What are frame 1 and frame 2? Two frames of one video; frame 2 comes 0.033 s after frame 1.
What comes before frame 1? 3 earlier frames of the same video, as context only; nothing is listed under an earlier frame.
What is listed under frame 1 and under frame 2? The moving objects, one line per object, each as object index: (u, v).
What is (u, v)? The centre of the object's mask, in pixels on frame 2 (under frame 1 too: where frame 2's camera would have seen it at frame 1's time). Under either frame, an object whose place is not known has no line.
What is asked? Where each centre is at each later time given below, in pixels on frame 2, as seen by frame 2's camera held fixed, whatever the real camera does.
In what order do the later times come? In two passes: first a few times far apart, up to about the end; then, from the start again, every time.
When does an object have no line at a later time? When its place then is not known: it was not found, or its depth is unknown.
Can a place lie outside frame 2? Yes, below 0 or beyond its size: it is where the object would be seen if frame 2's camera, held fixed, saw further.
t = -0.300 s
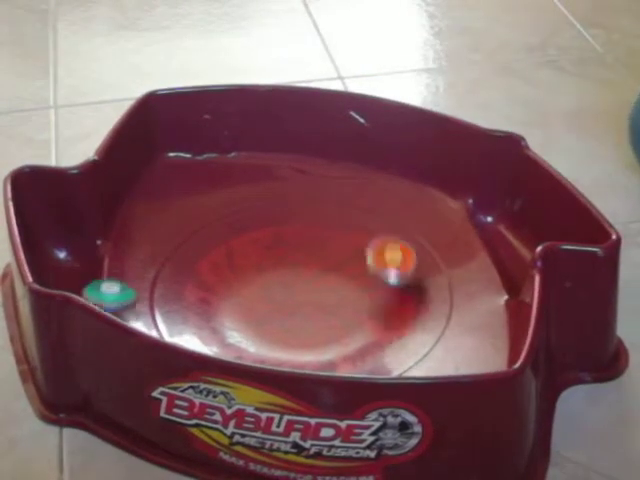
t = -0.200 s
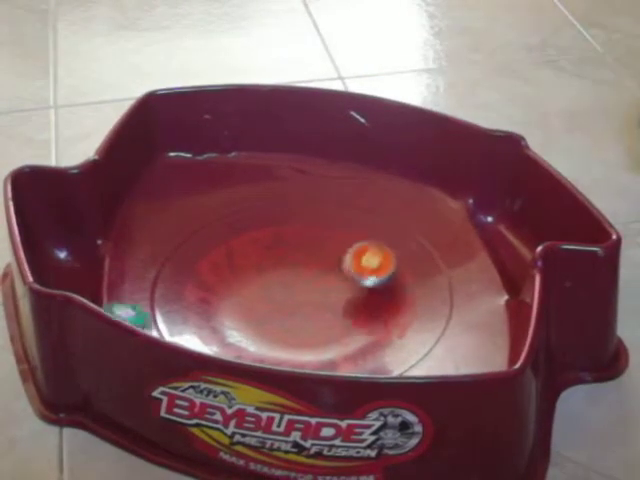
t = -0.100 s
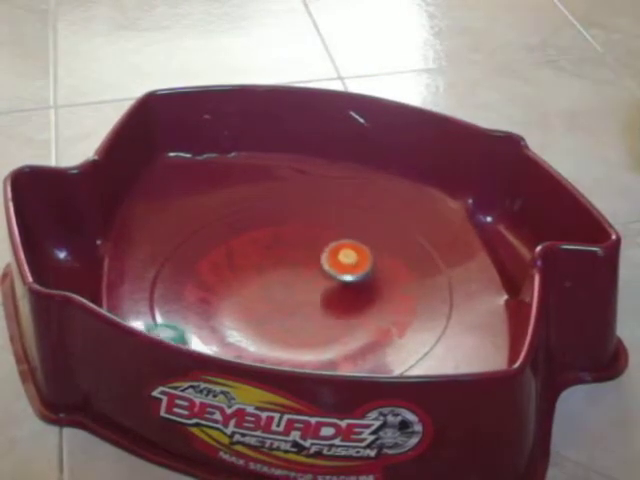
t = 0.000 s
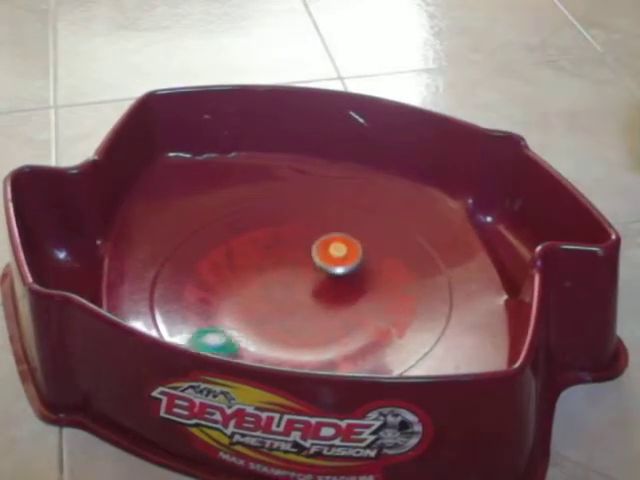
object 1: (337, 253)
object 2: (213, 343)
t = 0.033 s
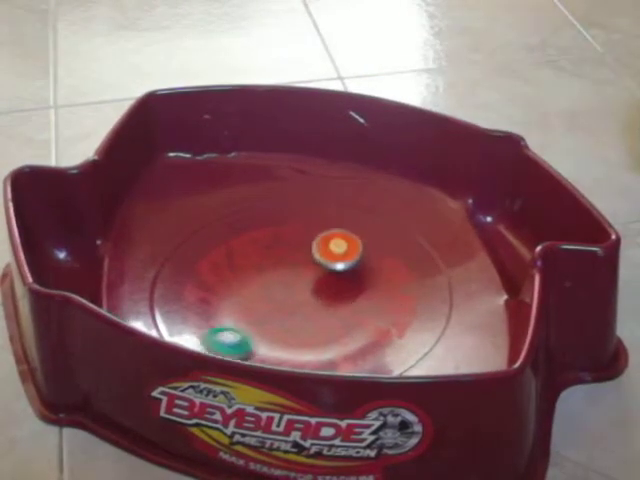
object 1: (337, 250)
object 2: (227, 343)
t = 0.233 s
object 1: (311, 226)
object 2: (286, 292)
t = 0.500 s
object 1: (256, 182)
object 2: (228, 263)
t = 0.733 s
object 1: (227, 226)
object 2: (190, 263)
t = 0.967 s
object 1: (309, 275)
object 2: (217, 311)
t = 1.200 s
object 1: (405, 261)
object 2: (330, 285)
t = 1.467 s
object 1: (400, 214)
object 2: (345, 202)
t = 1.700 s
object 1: (326, 231)
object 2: (274, 167)
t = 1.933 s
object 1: (302, 291)
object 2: (226, 168)
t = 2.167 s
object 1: (363, 340)
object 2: (217, 234)
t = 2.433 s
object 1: (444, 310)
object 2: (303, 328)
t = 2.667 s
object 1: (428, 271)
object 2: (436, 311)
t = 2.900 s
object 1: (320, 263)
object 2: (469, 239)
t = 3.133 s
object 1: (235, 298)
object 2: (379, 214)
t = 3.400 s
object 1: (246, 352)
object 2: (243, 278)
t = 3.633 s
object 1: (328, 361)
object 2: (252, 352)
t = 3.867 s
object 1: (355, 311)
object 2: (369, 370)
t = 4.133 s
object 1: (275, 259)
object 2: (426, 335)
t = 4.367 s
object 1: (194, 255)
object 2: (364, 263)
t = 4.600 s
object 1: (166, 295)
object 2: (220, 244)
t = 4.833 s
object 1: (246, 331)
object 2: (149, 298)
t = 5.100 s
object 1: (340, 282)
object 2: (244, 349)
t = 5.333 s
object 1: (327, 219)
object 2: (361, 308)
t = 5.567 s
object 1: (252, 196)
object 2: (344, 224)
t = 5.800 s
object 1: (211, 224)
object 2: (239, 190)
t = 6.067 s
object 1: (263, 294)
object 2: (182, 227)
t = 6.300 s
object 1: (365, 292)
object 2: (237, 312)
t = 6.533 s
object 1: (402, 245)
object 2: (366, 323)
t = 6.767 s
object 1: (368, 207)
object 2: (429, 245)
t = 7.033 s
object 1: (279, 246)
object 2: (349, 202)
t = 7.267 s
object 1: (288, 304)
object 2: (247, 255)
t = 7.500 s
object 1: (348, 342)
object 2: (261, 336)
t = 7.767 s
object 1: (428, 304)
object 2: (396, 346)
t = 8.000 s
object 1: (382, 261)
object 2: (431, 285)
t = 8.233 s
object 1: (282, 263)
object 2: (327, 243)
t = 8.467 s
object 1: (215, 305)
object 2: (213, 268)
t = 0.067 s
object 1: (337, 246)
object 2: (241, 340)
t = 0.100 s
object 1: (337, 240)
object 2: (255, 335)
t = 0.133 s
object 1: (334, 236)
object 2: (266, 328)
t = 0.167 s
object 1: (328, 232)
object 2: (276, 316)
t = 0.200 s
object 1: (320, 229)
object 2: (282, 304)
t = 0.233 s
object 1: (311, 226)
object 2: (286, 292)
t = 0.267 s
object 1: (301, 226)
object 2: (286, 279)
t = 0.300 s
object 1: (290, 226)
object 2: (283, 267)
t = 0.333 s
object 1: (285, 213)
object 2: (274, 264)
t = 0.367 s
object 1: (280, 198)
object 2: (264, 267)
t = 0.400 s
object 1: (275, 188)
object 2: (254, 269)
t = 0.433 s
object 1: (270, 183)
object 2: (245, 268)
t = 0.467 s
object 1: (263, 181)
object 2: (235, 266)
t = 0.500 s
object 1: (256, 182)
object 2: (228, 263)
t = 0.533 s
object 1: (249, 185)
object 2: (219, 260)
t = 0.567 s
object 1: (243, 188)
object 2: (213, 258)
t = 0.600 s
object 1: (237, 193)
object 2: (207, 258)
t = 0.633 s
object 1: (233, 199)
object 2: (202, 258)
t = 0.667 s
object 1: (231, 207)
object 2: (197, 259)
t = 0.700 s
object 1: (229, 215)
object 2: (193, 261)
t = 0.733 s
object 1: (227, 226)
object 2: (190, 263)
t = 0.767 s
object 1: (227, 238)
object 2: (188, 267)
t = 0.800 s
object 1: (231, 249)
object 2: (185, 273)
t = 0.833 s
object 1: (244, 258)
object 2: (180, 282)
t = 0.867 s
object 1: (260, 266)
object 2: (182, 290)
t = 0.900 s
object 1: (275, 270)
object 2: (189, 298)
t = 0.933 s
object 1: (292, 273)
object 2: (202, 305)
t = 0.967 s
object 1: (309, 275)
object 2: (217, 311)
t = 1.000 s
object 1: (325, 276)
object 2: (237, 315)
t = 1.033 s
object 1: (342, 277)
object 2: (258, 316)
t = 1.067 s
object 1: (359, 277)
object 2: (277, 313)
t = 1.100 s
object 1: (377, 276)
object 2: (292, 309)
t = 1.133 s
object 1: (389, 272)
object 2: (308, 302)
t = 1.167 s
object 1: (398, 267)
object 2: (320, 294)
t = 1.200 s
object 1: (405, 261)
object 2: (330, 285)
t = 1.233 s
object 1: (410, 255)
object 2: (340, 275)
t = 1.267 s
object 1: (412, 249)
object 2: (350, 265)
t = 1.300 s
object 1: (414, 242)
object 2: (356, 255)
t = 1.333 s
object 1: (415, 235)
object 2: (360, 244)
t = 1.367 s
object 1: (415, 228)
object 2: (360, 232)
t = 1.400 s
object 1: (414, 222)
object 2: (357, 221)
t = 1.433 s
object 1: (409, 217)
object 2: (353, 211)
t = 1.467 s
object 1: (400, 214)
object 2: (345, 202)
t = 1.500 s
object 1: (388, 213)
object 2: (337, 194)
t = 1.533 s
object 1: (378, 212)
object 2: (326, 186)
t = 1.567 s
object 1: (368, 213)
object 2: (316, 181)
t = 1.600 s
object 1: (359, 215)
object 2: (303, 176)
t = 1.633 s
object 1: (349, 218)
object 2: (293, 172)
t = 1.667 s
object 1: (338, 224)
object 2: (282, 169)
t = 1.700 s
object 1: (326, 231)
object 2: (274, 167)
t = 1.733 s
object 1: (315, 240)
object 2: (264, 165)
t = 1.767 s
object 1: (307, 248)
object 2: (256, 164)
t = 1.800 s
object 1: (301, 257)
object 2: (248, 163)
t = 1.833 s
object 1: (298, 265)
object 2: (241, 162)
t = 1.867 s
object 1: (297, 274)
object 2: (234, 163)
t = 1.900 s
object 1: (298, 283)
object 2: (229, 164)
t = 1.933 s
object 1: (302, 291)
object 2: (226, 168)
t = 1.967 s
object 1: (308, 301)
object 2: (224, 171)
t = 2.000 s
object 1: (315, 311)
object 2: (223, 179)
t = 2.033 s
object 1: (323, 320)
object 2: (221, 186)
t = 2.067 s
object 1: (332, 330)
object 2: (219, 196)
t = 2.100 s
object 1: (341, 336)
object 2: (217, 208)
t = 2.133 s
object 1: (351, 340)
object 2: (217, 219)
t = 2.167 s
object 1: (363, 340)
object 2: (217, 234)
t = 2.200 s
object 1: (375, 340)
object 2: (218, 249)
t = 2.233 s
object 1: (387, 338)
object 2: (222, 265)
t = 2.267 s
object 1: (400, 335)
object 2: (230, 281)
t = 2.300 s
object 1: (410, 331)
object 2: (242, 292)
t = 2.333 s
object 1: (421, 327)
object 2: (255, 303)
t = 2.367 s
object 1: (431, 322)
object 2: (269, 313)
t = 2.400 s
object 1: (439, 316)
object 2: (286, 321)
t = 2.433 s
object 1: (444, 310)
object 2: (303, 328)
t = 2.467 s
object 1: (449, 304)
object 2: (321, 334)
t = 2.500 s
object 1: (451, 298)
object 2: (340, 337)
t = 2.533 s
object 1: (451, 292)
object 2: (359, 337)
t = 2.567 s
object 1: (450, 287)
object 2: (378, 333)
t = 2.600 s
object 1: (445, 281)
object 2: (399, 326)
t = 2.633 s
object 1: (438, 276)
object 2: (419, 318)
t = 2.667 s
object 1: (428, 271)
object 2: (436, 311)
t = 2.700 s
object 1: (416, 268)
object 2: (448, 300)
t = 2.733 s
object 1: (403, 266)
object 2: (458, 290)
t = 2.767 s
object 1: (388, 264)
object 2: (467, 279)
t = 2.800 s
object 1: (371, 263)
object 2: (471, 267)
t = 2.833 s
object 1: (353, 262)
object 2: (473, 258)
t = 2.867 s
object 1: (336, 262)
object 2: (472, 248)
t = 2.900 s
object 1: (320, 263)
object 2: (469, 239)
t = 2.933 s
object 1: (305, 265)
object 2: (461, 230)
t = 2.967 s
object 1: (292, 268)
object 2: (453, 222)
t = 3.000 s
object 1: (280, 272)
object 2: (442, 216)
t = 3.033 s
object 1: (269, 278)
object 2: (428, 213)
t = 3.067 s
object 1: (257, 284)
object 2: (413, 211)
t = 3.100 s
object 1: (246, 291)
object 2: (396, 211)
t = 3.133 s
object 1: (235, 298)
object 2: (379, 214)
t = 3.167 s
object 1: (226, 306)
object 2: (361, 217)
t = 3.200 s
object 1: (220, 314)
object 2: (343, 223)
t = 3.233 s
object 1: (217, 321)
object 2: (321, 230)
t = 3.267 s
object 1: (218, 328)
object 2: (301, 239)
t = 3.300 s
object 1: (222, 336)
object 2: (283, 249)
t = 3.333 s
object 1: (229, 343)
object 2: (267, 258)
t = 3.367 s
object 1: (237, 348)
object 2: (254, 268)
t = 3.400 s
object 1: (246, 352)
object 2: (243, 278)
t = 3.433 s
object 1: (253, 356)
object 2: (234, 288)
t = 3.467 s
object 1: (264, 360)
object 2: (229, 298)
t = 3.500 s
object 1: (272, 361)
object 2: (225, 309)
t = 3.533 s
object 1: (293, 363)
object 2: (224, 322)
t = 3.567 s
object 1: (306, 363)
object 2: (230, 334)
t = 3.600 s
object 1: (317, 363)
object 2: (239, 344)
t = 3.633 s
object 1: (328, 361)
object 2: (252, 352)
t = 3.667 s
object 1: (337, 358)
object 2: (268, 357)
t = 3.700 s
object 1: (344, 355)
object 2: (281, 362)
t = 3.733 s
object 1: (350, 348)
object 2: (304, 366)
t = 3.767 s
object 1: (355, 340)
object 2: (322, 367)
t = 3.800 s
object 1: (357, 330)
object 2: (340, 369)
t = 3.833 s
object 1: (357, 322)
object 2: (356, 370)
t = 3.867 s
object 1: (355, 311)
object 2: (369, 370)
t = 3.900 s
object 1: (349, 300)
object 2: (383, 369)
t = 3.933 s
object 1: (342, 292)
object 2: (395, 368)
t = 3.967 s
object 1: (333, 284)
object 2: (406, 366)
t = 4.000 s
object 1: (322, 278)
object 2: (415, 363)
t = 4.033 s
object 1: (311, 273)
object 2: (422, 359)
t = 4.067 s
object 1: (299, 268)
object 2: (426, 353)
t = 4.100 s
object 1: (287, 264)
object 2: (426, 344)
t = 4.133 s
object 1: (275, 259)
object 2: (426, 335)
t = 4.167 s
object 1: (262, 255)
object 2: (424, 325)
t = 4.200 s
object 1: (249, 251)
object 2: (422, 315)
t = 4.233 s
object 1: (237, 248)
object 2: (416, 305)
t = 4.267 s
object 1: (225, 247)
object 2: (409, 294)
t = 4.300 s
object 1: (214, 248)
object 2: (397, 282)
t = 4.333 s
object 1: (204, 251)
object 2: (382, 273)
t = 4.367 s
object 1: (194, 255)
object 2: (364, 263)
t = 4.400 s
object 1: (186, 259)
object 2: (345, 255)
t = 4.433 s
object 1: (178, 264)
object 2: (324, 248)
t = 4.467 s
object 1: (172, 270)
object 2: (305, 243)
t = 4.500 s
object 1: (168, 275)
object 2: (284, 241)
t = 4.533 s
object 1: (165, 282)
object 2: (264, 240)
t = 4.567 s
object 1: (165, 289)
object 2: (241, 241)
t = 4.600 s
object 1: (166, 295)
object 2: (220, 244)
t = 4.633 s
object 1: (171, 302)
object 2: (200, 248)
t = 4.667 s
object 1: (178, 308)
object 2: (184, 253)
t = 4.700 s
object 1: (186, 314)
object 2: (169, 261)
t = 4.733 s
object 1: (197, 320)
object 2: (158, 269)
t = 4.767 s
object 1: (213, 325)
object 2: (152, 277)
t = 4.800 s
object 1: (229, 329)
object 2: (149, 288)
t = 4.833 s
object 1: (246, 331)
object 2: (149, 298)
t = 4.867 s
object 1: (268, 331)
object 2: (151, 308)
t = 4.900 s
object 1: (284, 328)
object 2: (157, 316)
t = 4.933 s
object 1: (298, 323)
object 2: (166, 323)
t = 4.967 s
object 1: (313, 316)
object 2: (178, 330)
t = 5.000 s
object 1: (322, 308)
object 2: (192, 336)
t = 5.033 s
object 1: (330, 299)
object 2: (208, 342)
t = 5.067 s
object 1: (336, 291)
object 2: (225, 346)
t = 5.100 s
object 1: (340, 282)
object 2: (244, 349)
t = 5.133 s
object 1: (343, 273)
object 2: (262, 351)
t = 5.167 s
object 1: (345, 264)
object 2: (282, 350)
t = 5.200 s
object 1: (348, 254)
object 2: (302, 348)
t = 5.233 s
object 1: (347, 244)
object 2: (323, 340)
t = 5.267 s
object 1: (343, 234)
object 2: (339, 332)
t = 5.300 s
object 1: (336, 226)
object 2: (352, 319)
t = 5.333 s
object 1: (327, 219)
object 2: (361, 308)
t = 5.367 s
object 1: (317, 213)
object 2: (367, 296)
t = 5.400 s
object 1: (307, 208)
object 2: (370, 286)
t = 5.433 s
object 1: (295, 204)
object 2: (371, 275)
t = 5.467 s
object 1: (284, 201)
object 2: (369, 263)
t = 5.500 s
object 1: (273, 198)
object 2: (364, 249)
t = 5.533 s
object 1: (262, 197)
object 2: (355, 236)
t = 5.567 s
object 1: (252, 196)
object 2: (344, 224)
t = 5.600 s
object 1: (244, 196)
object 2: (328, 214)
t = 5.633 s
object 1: (236, 199)
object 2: (313, 206)
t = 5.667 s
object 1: (230, 203)
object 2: (298, 199)
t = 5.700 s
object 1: (224, 207)
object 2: (282, 193)
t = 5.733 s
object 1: (219, 212)
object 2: (267, 190)
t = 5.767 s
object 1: (215, 217)
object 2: (252, 190)
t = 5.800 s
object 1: (211, 224)
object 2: (239, 190)
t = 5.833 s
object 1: (209, 232)
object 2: (227, 192)
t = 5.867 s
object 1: (210, 242)
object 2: (216, 193)
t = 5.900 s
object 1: (213, 252)
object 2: (208, 196)
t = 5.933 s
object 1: (218, 263)
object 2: (201, 200)
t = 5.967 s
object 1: (227, 274)
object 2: (194, 204)
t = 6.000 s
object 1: (237, 283)
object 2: (189, 210)
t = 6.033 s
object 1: (250, 289)
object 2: (185, 218)
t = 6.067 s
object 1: (263, 294)
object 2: (182, 227)
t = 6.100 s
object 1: (279, 297)
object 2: (182, 238)
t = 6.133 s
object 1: (294, 297)
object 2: (183, 249)
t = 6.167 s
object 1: (308, 297)
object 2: (188, 262)
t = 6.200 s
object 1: (322, 296)
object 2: (195, 275)
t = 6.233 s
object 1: (336, 295)
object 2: (205, 289)
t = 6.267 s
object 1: (351, 294)
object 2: (219, 301)
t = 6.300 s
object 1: (365, 292)
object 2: (237, 312)
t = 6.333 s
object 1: (378, 289)
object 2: (258, 321)
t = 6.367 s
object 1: (388, 283)
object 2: (277, 326)
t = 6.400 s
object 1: (396, 276)
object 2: (295, 329)
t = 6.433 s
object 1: (400, 269)
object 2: (313, 330)
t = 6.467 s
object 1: (403, 261)
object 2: (329, 331)
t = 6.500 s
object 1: (403, 252)
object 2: (347, 328)
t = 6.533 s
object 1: (402, 245)
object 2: (366, 323)
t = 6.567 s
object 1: (401, 237)
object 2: (382, 316)
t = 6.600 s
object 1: (399, 230)
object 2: (397, 306)
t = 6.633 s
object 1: (395, 224)
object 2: (410, 295)
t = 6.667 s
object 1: (390, 217)
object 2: (421, 282)
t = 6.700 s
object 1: (383, 212)
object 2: (426, 268)
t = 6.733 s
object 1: (376, 209)
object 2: (430, 256)
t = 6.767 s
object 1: (368, 207)
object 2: (429, 245)
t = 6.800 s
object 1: (358, 207)
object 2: (427, 235)
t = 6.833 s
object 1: (347, 208)
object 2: (420, 225)
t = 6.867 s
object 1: (335, 211)
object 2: (411, 216)
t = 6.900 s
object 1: (323, 215)
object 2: (401, 210)
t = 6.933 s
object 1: (311, 220)
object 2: (390, 204)
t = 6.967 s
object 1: (299, 228)
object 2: (378, 201)
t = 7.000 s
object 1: (288, 237)
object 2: (364, 201)
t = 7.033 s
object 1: (279, 246)
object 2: (349, 202)
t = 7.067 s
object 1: (273, 255)
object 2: (334, 204)
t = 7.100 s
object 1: (270, 264)
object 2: (319, 208)
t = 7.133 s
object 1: (270, 272)
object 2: (303, 213)
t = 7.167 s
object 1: (273, 281)
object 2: (287, 221)
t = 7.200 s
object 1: (278, 288)
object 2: (272, 231)
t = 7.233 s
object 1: (283, 296)
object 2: (258, 243)
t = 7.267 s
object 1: (288, 304)
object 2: (247, 255)
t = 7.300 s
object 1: (294, 312)
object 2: (239, 268)
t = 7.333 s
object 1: (301, 320)
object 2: (236, 280)
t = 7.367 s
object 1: (307, 328)
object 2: (235, 292)
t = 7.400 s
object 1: (313, 335)
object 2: (239, 304)
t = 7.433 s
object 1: (324, 340)
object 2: (243, 315)
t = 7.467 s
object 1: (335, 342)
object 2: (250, 326)
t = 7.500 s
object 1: (348, 342)
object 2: (261, 336)
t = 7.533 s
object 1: (361, 340)
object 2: (274, 344)
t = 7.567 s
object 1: (373, 337)
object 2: (291, 349)
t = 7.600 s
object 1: (385, 334)
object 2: (311, 353)
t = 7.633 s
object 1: (397, 328)
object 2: (329, 355)
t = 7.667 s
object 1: (407, 323)
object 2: (349, 356)
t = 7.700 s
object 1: (416, 317)
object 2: (366, 354)
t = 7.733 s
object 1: (423, 310)
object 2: (380, 352)
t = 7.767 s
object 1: (428, 304)
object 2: (396, 346)
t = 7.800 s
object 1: (430, 296)
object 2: (409, 337)
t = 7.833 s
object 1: (429, 288)
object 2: (421, 330)
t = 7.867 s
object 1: (425, 282)
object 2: (429, 323)
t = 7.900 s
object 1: (418, 275)
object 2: (432, 314)
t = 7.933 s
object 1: (409, 269)
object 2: (436, 303)
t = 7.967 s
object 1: (396, 265)
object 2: (434, 294)
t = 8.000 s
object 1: (382, 261)
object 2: (431, 285)
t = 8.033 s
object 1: (367, 259)
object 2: (423, 277)
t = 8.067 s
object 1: (351, 257)
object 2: (414, 269)
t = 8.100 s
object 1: (334, 256)
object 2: (401, 262)
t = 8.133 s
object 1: (318, 256)
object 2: (386, 255)
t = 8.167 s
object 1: (305, 257)
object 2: (367, 250)
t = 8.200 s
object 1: (293, 259)
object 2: (348, 245)
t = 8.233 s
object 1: (282, 263)
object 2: (327, 243)
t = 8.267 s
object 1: (269, 269)
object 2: (307, 242)
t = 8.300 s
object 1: (257, 275)
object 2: (289, 243)
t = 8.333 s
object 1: (245, 281)
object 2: (273, 245)
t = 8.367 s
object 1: (234, 287)
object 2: (257, 248)
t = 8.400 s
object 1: (226, 292)
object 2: (240, 254)
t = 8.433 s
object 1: (219, 299)
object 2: (226, 260)
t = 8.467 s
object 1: (215, 305)
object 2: (213, 268)
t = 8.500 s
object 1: (214, 312)
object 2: (204, 277)
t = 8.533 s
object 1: (216, 320)
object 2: (195, 286)
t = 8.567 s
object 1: (225, 336)
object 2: (188, 285)
